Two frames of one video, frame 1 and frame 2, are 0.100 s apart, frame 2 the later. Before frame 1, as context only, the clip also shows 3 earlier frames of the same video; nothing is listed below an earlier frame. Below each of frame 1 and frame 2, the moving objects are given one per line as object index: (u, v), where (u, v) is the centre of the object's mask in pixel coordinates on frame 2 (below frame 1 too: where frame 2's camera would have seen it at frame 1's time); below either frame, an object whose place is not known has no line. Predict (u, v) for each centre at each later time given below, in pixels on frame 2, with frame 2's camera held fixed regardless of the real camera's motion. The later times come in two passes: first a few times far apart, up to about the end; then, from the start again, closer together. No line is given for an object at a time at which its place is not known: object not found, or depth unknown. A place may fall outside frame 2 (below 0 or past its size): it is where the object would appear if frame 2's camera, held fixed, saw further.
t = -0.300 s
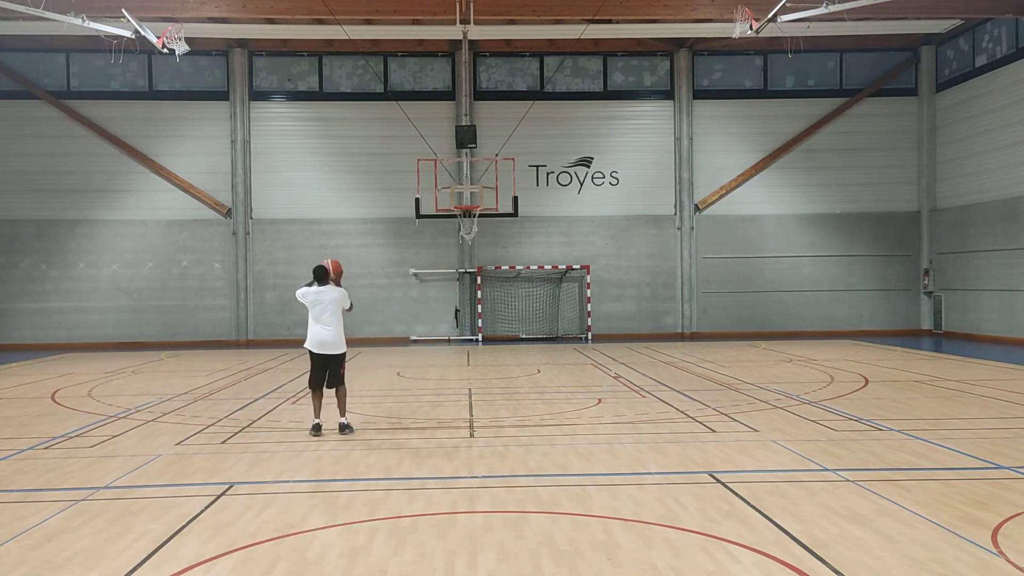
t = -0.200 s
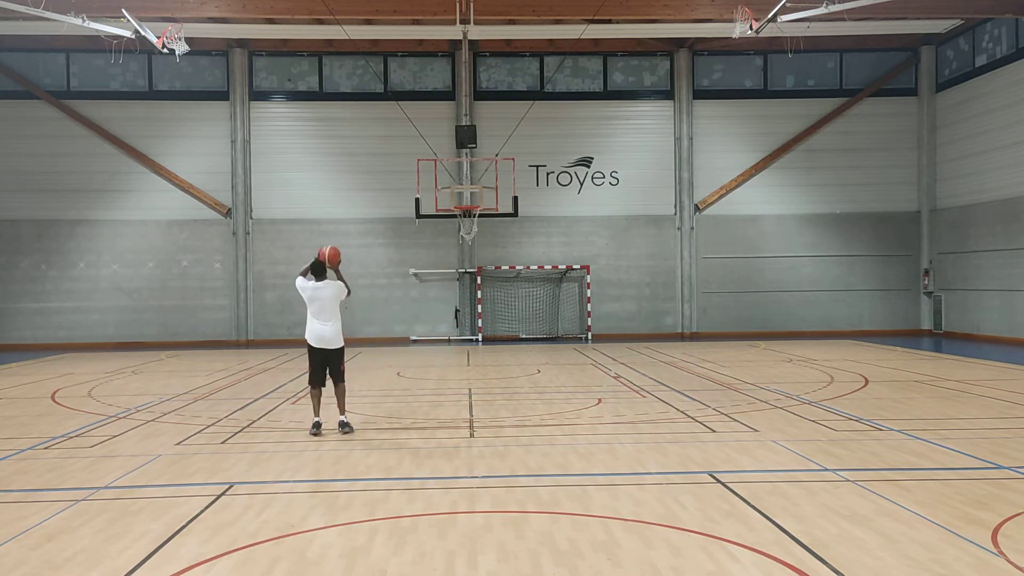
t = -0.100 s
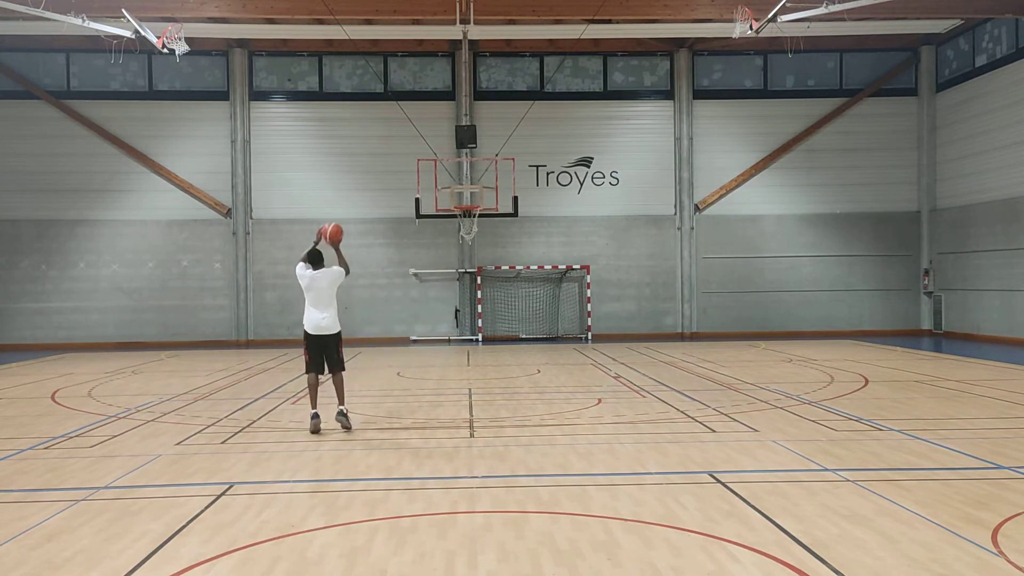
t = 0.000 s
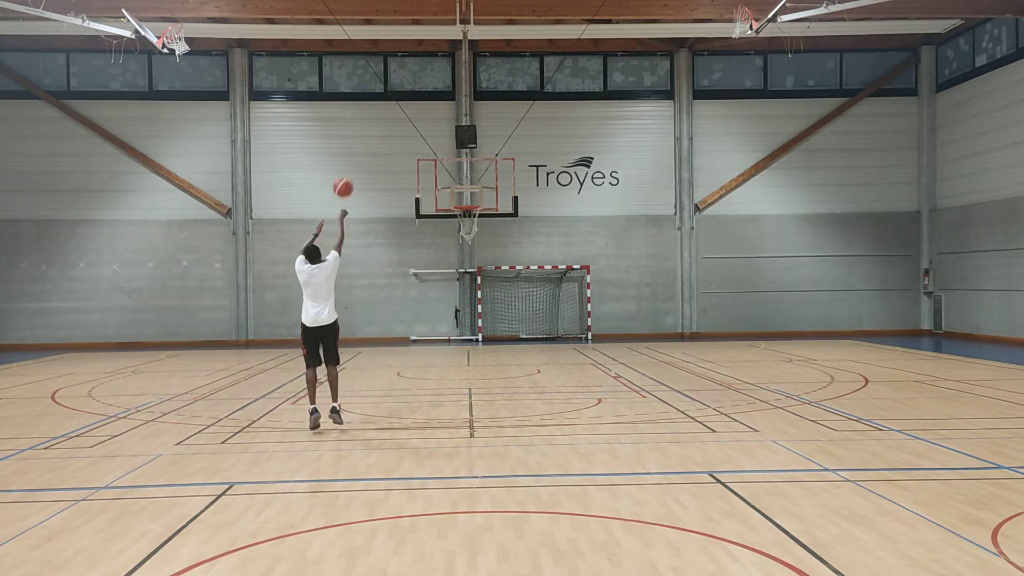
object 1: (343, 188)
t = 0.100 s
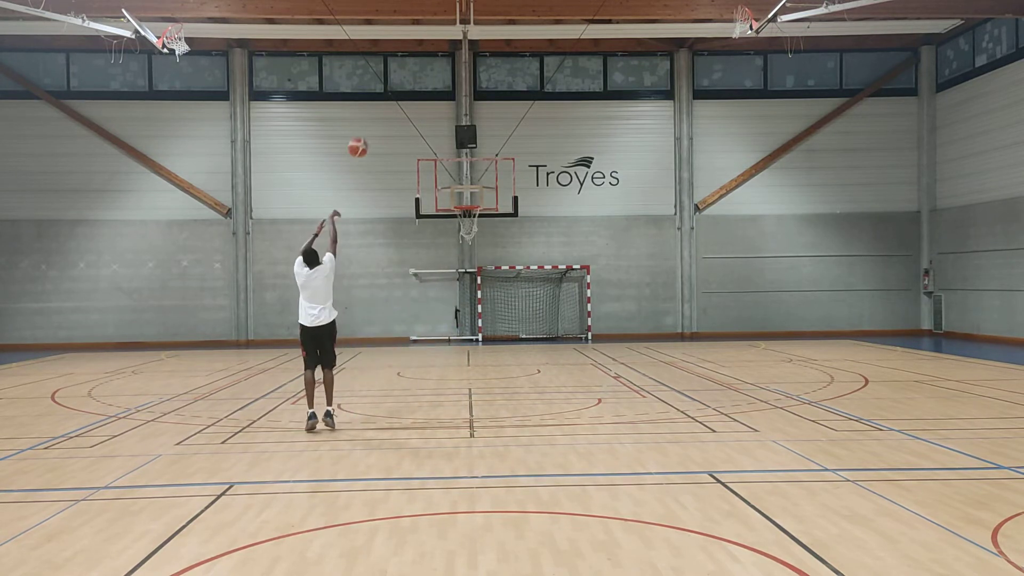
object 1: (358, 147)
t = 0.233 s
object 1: (376, 110)
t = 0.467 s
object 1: (402, 86)
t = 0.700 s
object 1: (424, 97)
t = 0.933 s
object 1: (443, 139)
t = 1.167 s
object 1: (458, 200)
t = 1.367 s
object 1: (467, 192)
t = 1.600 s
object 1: (473, 190)
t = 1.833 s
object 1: (481, 203)
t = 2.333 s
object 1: (501, 305)
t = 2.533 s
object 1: (509, 364)
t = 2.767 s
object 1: (518, 306)
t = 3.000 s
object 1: (526, 279)
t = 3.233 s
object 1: (534, 283)
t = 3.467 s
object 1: (544, 320)
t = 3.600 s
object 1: (549, 357)
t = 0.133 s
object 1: (363, 137)
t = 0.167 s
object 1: (367, 127)
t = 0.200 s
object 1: (372, 118)
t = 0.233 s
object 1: (376, 110)
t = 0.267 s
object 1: (380, 104)
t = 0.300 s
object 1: (384, 99)
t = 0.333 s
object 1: (388, 95)
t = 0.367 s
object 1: (392, 91)
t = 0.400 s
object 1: (395, 89)
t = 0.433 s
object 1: (399, 87)
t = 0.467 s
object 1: (402, 86)
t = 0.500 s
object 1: (406, 86)
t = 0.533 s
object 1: (409, 86)
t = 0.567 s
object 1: (412, 87)
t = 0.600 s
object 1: (415, 89)
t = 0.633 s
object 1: (418, 91)
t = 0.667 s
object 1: (421, 94)
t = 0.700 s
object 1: (424, 97)
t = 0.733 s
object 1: (427, 101)
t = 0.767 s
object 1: (430, 107)
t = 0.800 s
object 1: (433, 112)
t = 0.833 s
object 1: (436, 119)
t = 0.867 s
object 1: (438, 125)
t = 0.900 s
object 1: (440, 132)
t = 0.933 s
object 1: (443, 139)
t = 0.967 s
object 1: (445, 147)
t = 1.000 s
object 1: (447, 155)
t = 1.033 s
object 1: (449, 165)
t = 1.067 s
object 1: (452, 174)
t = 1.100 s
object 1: (454, 184)
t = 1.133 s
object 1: (456, 193)
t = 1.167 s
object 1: (458, 200)
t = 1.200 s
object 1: (460, 199)
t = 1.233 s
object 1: (461, 196)
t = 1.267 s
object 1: (463, 194)
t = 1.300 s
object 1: (464, 192)
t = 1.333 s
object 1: (466, 193)
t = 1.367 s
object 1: (467, 192)
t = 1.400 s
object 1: (468, 190)
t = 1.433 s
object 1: (469, 189)
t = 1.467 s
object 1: (469, 188)
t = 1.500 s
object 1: (470, 188)
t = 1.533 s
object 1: (471, 188)
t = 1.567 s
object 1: (472, 189)
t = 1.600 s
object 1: (473, 190)
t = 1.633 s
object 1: (474, 193)
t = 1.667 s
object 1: (474, 196)
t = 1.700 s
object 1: (475, 198)
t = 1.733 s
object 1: (476, 199)
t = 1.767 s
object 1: (477, 200)
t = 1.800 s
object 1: (479, 201)
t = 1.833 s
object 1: (481, 203)
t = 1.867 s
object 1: (483, 205)
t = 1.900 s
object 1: (484, 209)
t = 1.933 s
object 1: (486, 212)
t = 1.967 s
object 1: (487, 217)
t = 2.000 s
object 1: (488, 221)
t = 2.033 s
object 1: (489, 227)
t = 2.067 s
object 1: (491, 233)
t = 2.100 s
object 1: (492, 240)
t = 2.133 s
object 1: (493, 247)
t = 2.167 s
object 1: (495, 255)
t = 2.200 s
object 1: (496, 264)
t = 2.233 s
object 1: (497, 274)
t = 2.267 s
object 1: (499, 284)
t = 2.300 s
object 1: (500, 294)
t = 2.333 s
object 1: (501, 305)
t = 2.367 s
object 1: (503, 317)
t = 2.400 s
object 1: (504, 330)
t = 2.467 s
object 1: (507, 358)
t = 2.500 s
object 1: (509, 372)
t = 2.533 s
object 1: (509, 364)
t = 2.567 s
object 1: (511, 354)
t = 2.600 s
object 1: (512, 343)
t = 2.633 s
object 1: (513, 335)
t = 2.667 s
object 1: (514, 327)
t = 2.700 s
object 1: (516, 319)
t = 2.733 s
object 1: (517, 313)
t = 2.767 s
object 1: (518, 306)
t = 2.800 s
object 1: (519, 300)
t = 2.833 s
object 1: (520, 295)
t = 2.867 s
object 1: (521, 291)
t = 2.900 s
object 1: (522, 287)
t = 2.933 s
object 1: (524, 284)
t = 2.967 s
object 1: (525, 281)
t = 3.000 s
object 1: (526, 279)
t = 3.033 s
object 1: (527, 278)
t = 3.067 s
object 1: (528, 277)
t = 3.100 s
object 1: (530, 277)
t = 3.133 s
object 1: (531, 278)
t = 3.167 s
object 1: (532, 278)
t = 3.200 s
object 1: (533, 280)
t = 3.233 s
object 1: (534, 283)
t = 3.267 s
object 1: (536, 286)
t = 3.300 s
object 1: (537, 291)
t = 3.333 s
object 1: (538, 295)
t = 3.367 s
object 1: (540, 301)
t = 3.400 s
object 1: (541, 306)
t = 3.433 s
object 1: (542, 313)
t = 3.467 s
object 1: (544, 320)
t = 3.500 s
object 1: (545, 328)
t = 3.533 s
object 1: (547, 337)
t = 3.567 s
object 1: (548, 346)
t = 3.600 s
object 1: (549, 357)
